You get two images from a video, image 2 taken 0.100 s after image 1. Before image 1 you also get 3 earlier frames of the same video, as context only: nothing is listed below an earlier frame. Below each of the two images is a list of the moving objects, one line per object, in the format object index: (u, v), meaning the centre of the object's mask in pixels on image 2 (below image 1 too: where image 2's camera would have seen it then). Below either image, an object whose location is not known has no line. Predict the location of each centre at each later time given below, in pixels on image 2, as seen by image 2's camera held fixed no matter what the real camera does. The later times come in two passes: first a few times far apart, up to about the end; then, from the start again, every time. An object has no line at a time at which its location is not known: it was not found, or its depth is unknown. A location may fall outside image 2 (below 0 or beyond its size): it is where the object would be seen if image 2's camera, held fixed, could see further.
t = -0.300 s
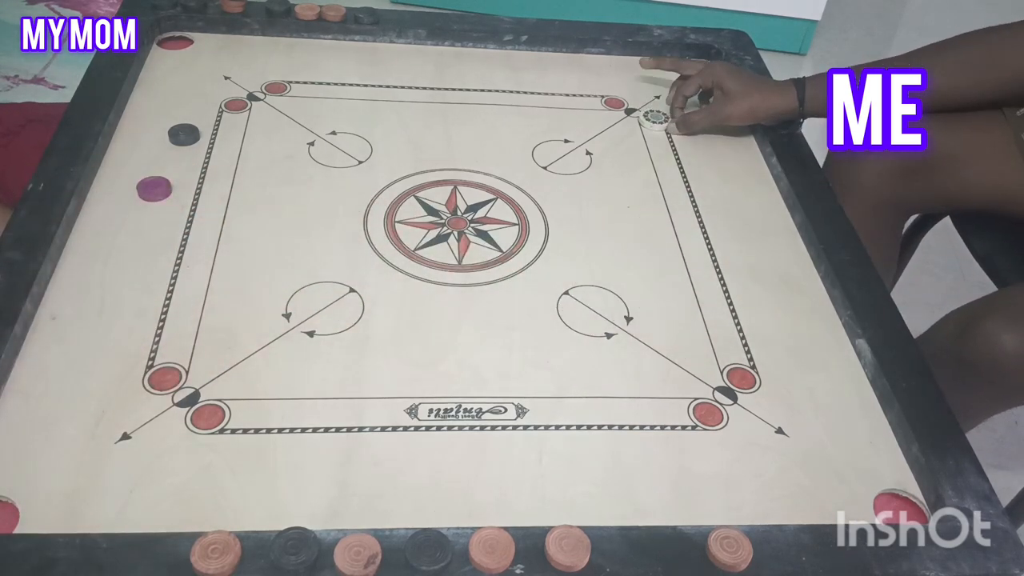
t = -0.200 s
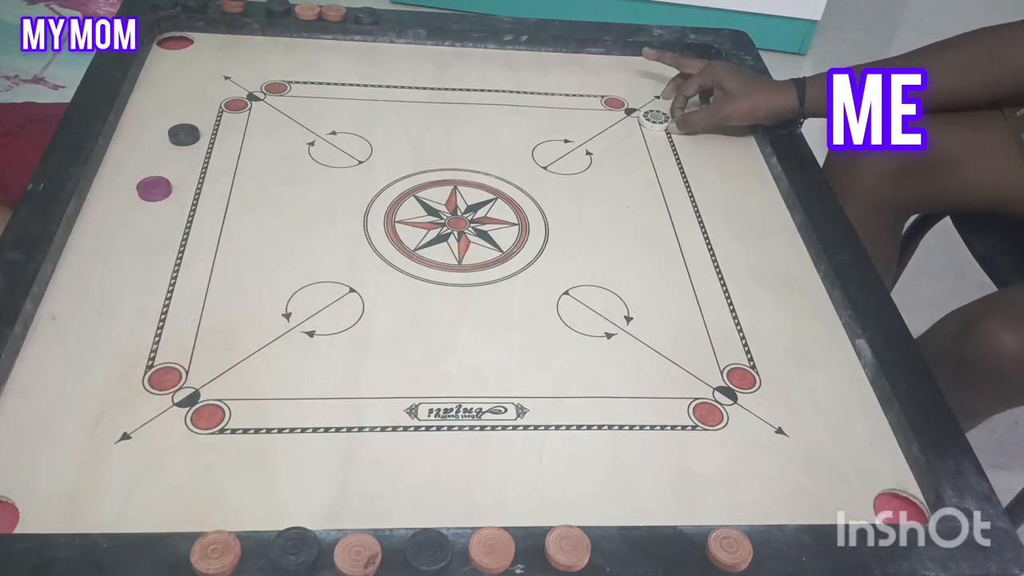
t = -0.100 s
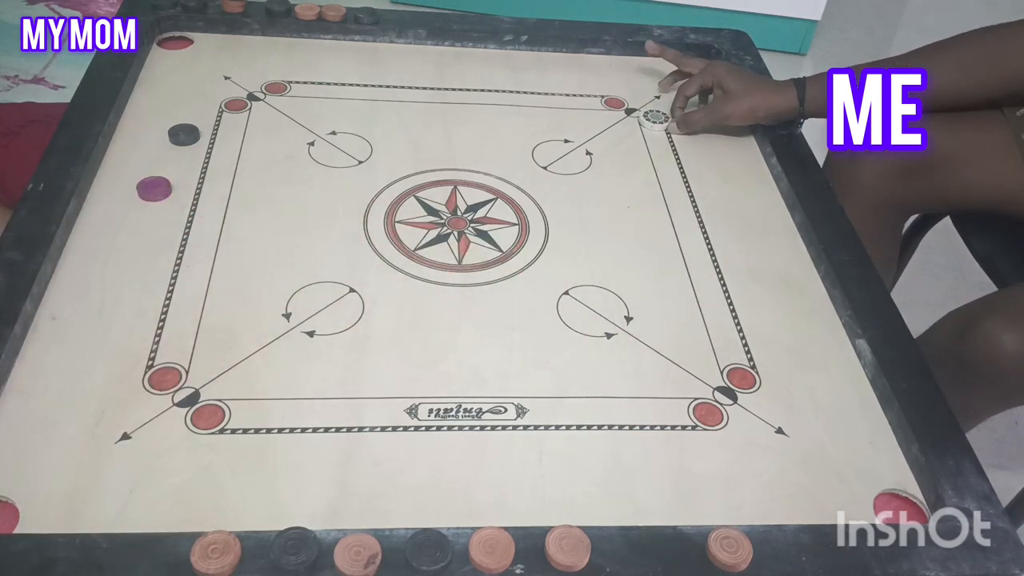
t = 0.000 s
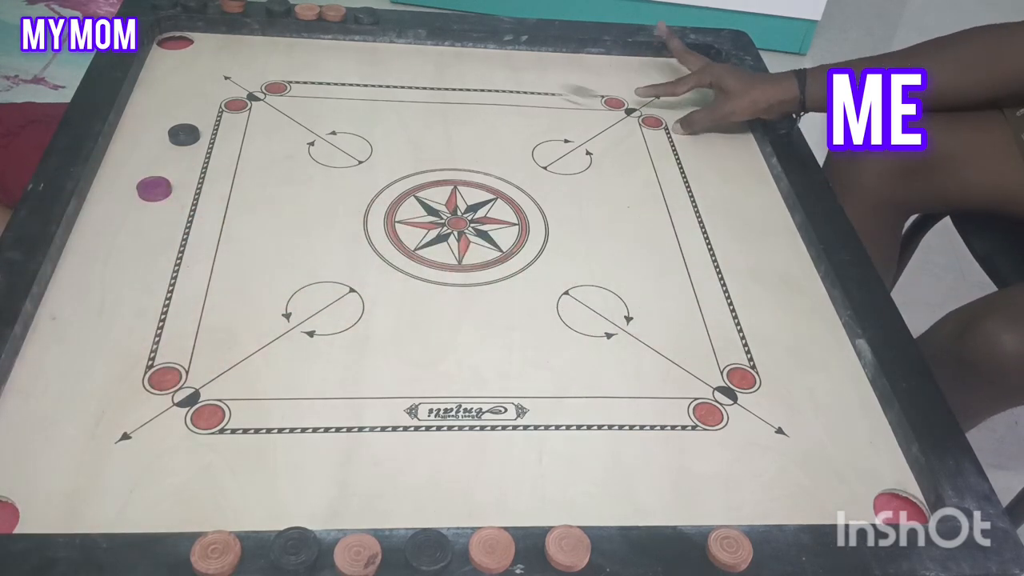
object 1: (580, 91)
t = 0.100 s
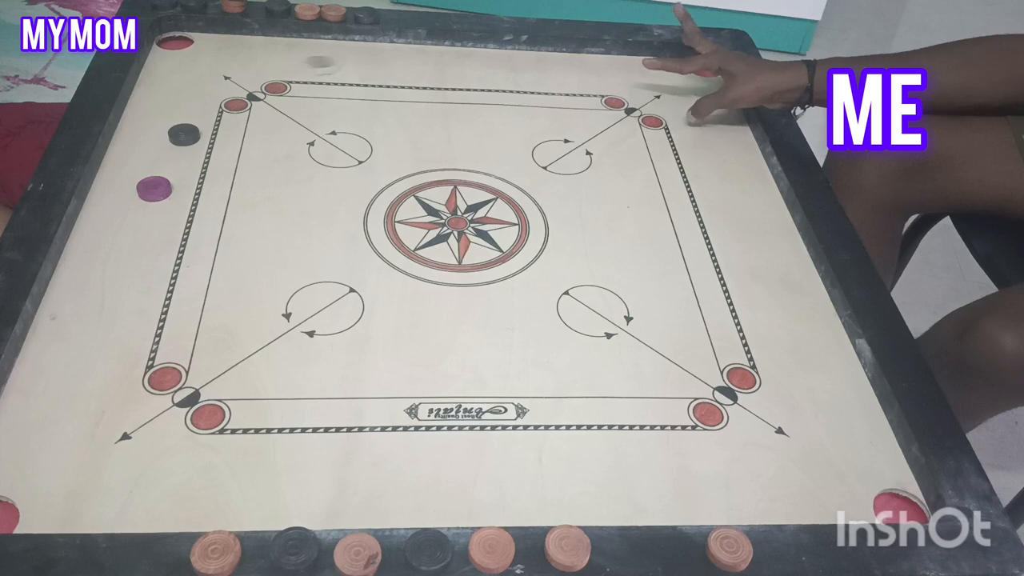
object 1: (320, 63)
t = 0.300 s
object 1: (357, 151)
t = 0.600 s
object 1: (793, 332)
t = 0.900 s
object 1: (516, 479)
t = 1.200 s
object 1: (252, 438)
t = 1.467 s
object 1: (70, 381)
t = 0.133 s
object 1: (235, 70)
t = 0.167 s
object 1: (161, 81)
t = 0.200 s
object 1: (204, 97)
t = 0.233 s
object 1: (255, 115)
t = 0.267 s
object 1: (308, 134)
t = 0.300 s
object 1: (357, 151)
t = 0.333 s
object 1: (412, 171)
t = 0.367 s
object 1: (467, 190)
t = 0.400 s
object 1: (520, 209)
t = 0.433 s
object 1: (580, 230)
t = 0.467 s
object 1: (635, 250)
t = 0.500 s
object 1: (698, 273)
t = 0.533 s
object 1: (762, 296)
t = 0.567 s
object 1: (822, 318)
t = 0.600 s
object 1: (793, 332)
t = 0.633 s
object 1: (765, 346)
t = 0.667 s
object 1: (737, 360)
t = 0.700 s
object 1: (707, 377)
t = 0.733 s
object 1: (677, 390)
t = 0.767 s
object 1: (644, 407)
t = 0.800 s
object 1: (612, 423)
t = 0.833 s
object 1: (583, 439)
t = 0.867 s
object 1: (547, 460)
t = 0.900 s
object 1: (516, 479)
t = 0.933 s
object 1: (480, 500)
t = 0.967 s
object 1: (445, 511)
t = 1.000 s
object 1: (417, 501)
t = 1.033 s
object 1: (387, 489)
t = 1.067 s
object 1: (357, 477)
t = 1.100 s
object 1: (331, 467)
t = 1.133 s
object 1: (305, 457)
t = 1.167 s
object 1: (277, 447)
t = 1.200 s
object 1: (252, 438)
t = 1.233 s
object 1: (228, 430)
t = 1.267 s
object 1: (203, 421)
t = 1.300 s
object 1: (181, 414)
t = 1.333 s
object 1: (158, 407)
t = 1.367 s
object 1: (135, 400)
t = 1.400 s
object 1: (111, 394)
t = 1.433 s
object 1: (91, 388)
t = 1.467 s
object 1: (70, 381)
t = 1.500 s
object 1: (51, 376)
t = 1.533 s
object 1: (34, 371)
